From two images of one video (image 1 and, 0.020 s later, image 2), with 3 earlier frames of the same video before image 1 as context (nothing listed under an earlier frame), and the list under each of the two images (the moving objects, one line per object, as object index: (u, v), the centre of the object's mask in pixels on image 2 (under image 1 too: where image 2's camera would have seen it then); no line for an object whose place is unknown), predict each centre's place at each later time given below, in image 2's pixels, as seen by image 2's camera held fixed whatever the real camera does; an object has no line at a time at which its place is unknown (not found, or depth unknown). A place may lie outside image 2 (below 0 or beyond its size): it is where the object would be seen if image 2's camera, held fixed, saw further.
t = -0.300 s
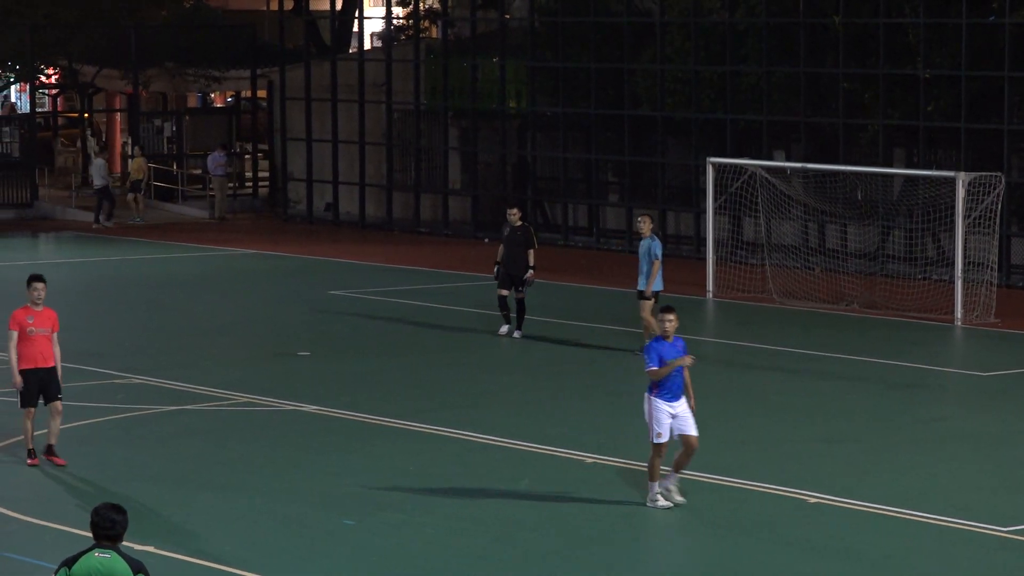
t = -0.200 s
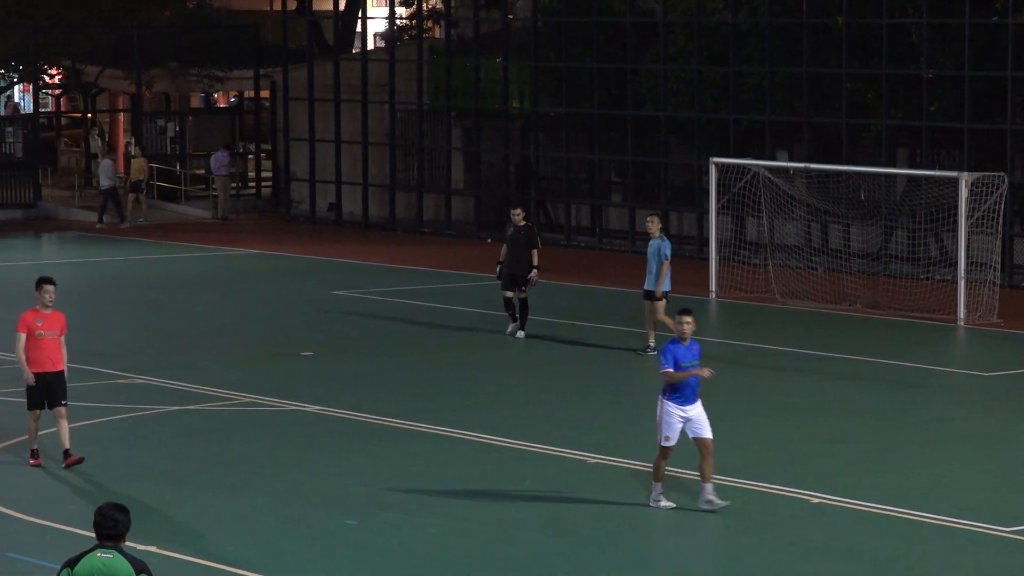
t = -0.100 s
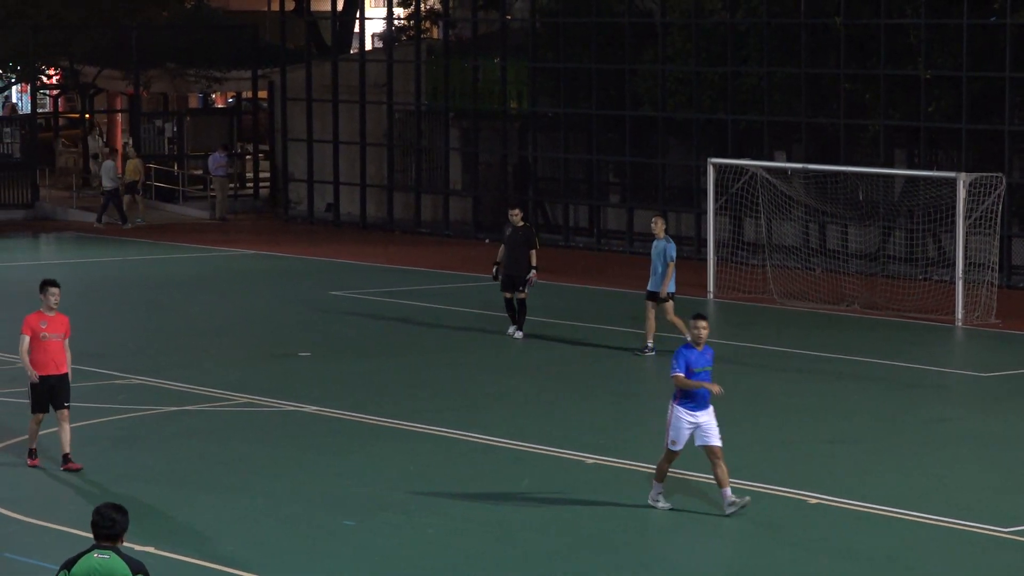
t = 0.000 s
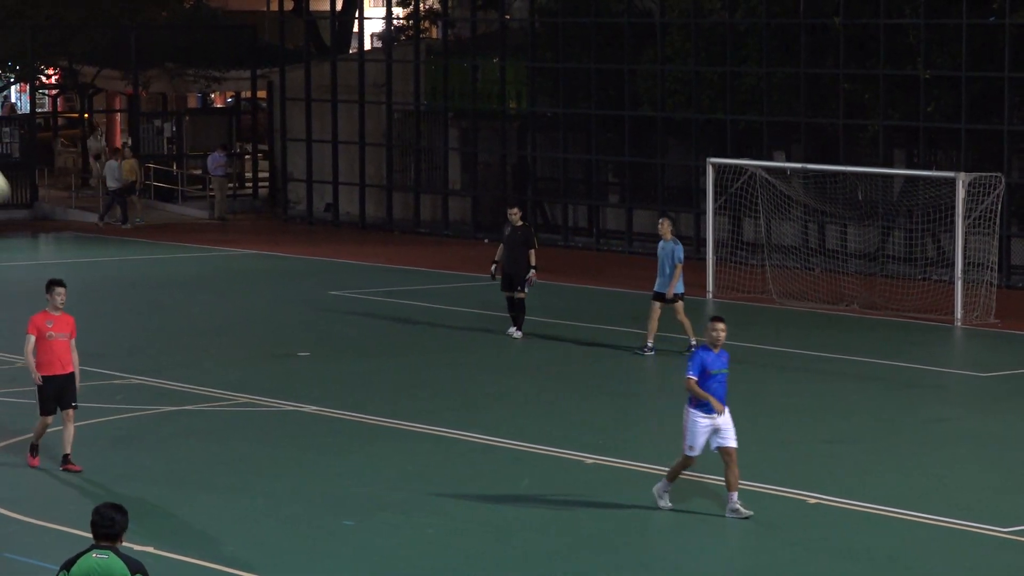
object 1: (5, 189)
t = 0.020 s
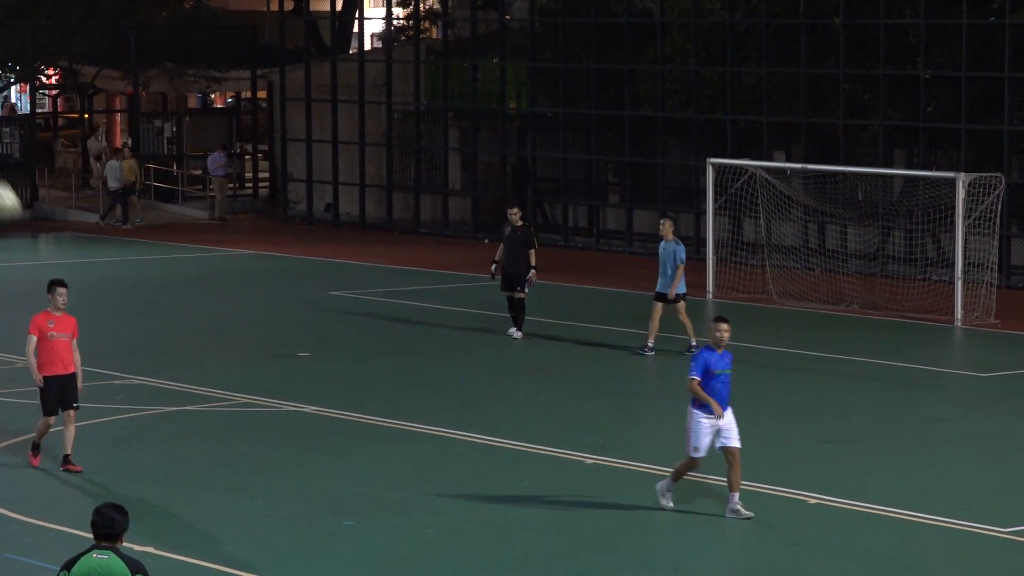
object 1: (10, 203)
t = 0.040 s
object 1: (15, 218)
